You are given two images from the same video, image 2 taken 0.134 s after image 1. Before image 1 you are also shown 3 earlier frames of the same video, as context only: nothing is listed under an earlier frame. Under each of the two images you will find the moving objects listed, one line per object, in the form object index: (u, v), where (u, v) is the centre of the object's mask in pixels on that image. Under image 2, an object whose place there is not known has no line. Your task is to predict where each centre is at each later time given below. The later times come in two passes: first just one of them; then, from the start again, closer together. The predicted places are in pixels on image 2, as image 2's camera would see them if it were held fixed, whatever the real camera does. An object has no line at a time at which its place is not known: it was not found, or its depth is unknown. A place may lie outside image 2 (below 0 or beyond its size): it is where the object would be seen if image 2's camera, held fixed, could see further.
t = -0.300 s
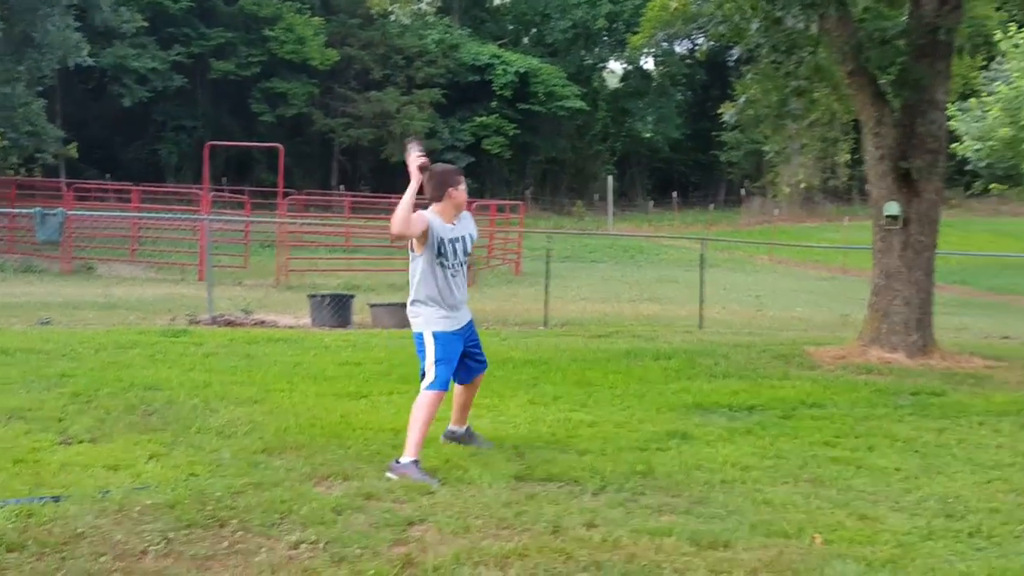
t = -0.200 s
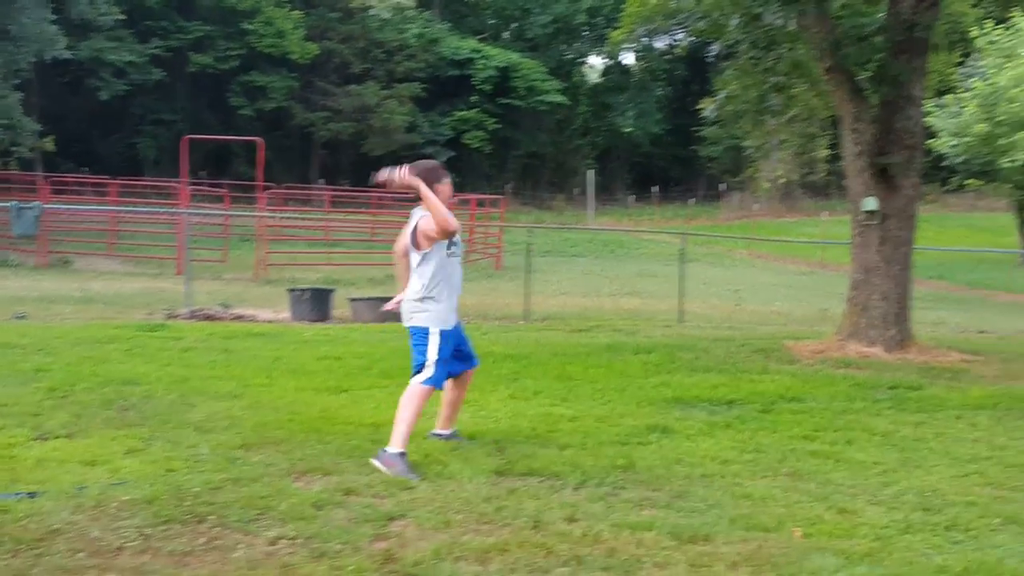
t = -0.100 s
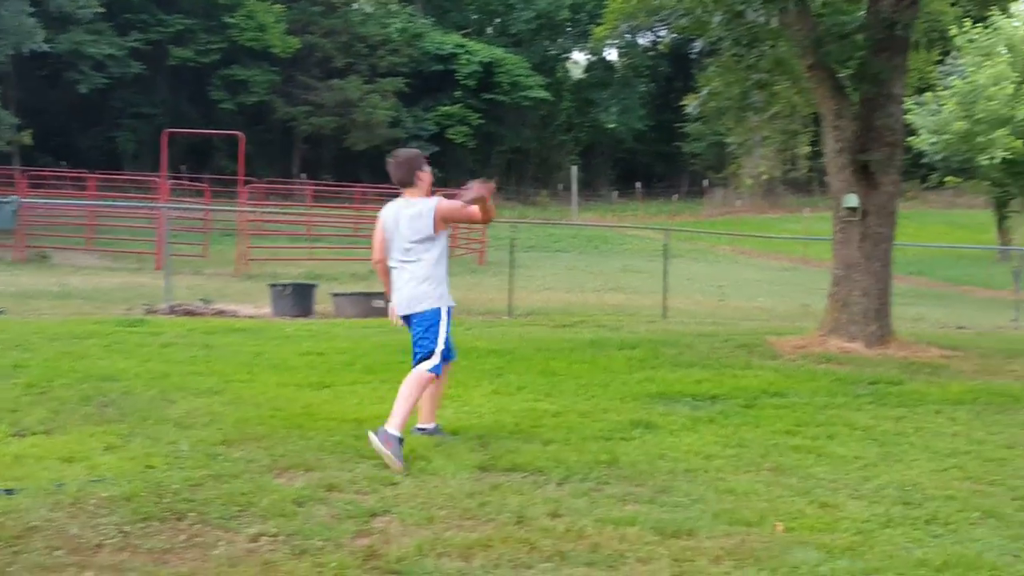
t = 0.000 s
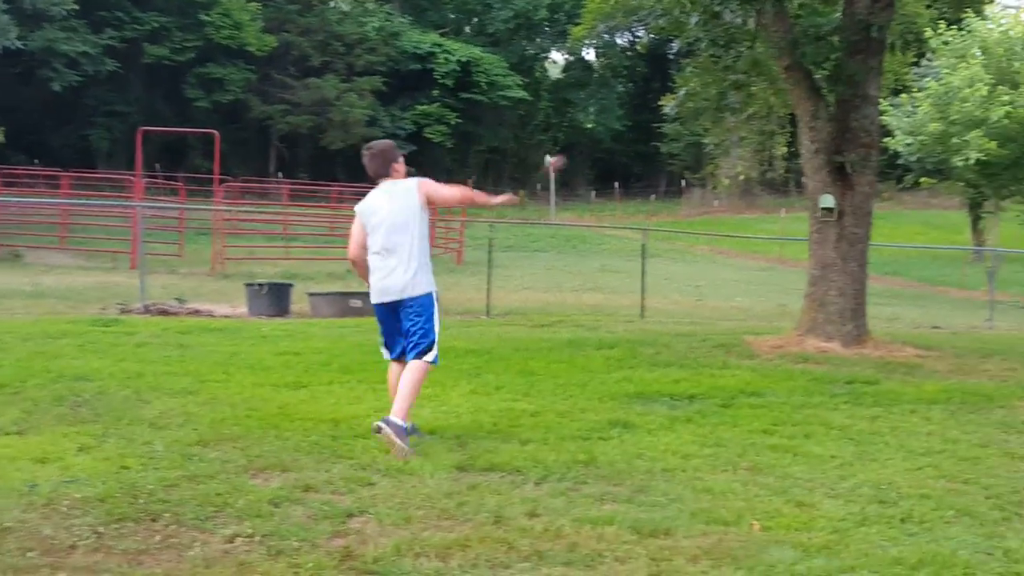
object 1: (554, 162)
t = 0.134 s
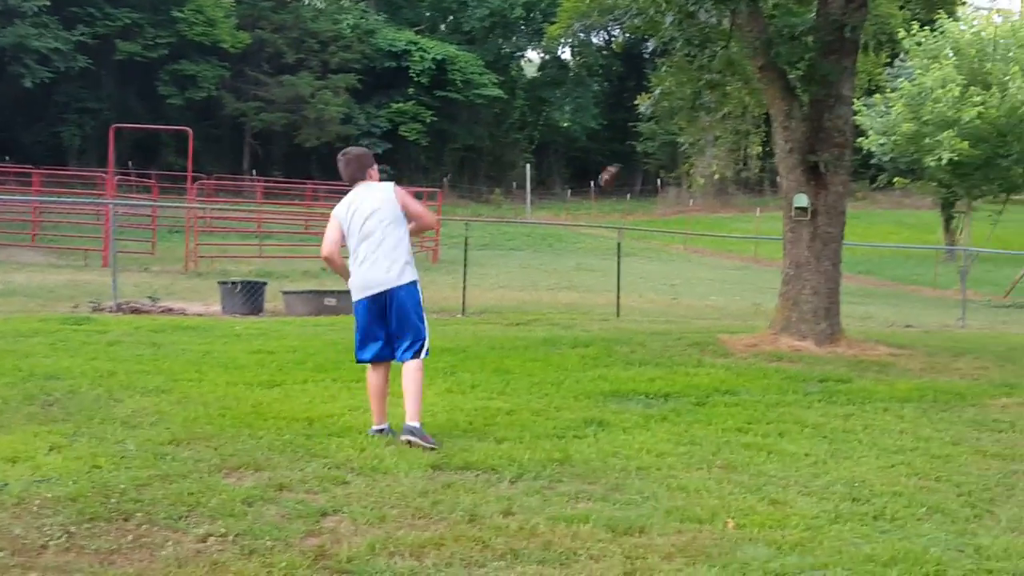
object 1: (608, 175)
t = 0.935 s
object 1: (766, 300)
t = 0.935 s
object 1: (766, 300)
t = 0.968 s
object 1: (770, 299)
